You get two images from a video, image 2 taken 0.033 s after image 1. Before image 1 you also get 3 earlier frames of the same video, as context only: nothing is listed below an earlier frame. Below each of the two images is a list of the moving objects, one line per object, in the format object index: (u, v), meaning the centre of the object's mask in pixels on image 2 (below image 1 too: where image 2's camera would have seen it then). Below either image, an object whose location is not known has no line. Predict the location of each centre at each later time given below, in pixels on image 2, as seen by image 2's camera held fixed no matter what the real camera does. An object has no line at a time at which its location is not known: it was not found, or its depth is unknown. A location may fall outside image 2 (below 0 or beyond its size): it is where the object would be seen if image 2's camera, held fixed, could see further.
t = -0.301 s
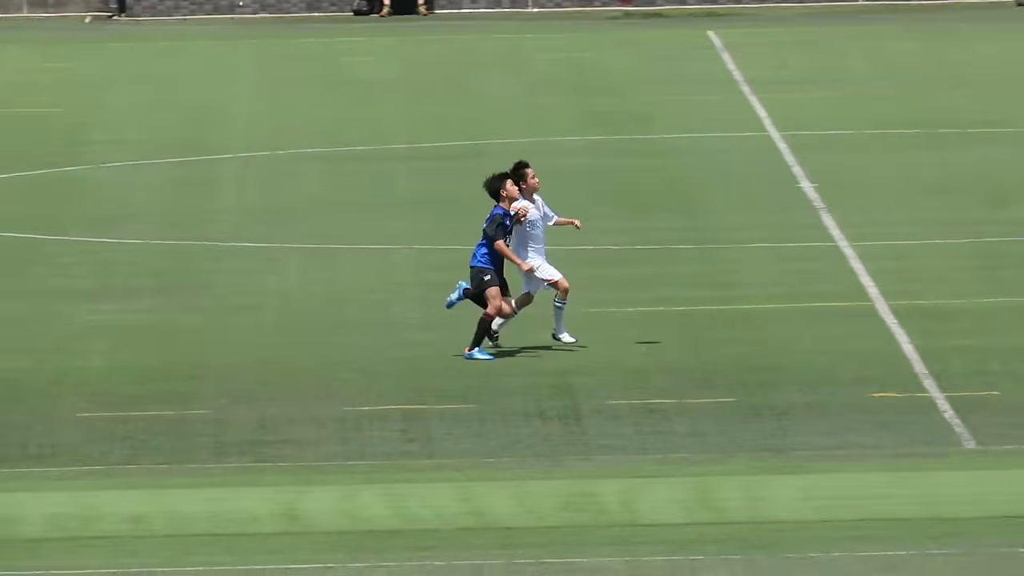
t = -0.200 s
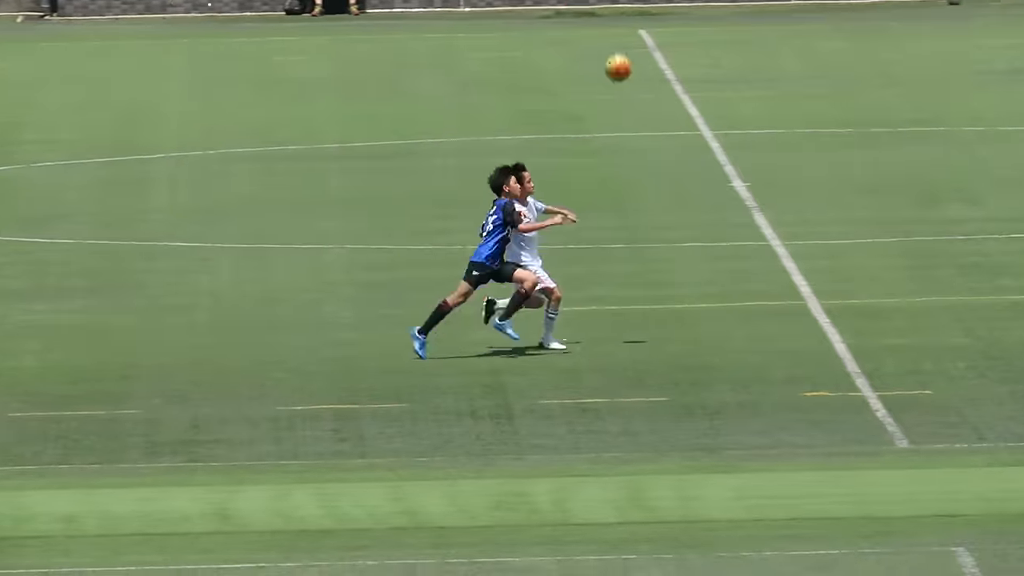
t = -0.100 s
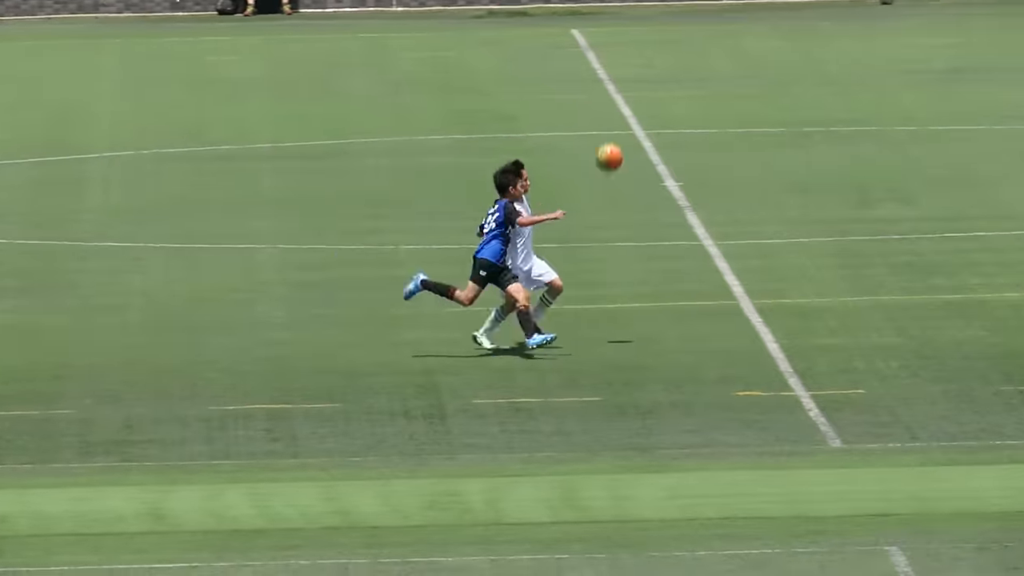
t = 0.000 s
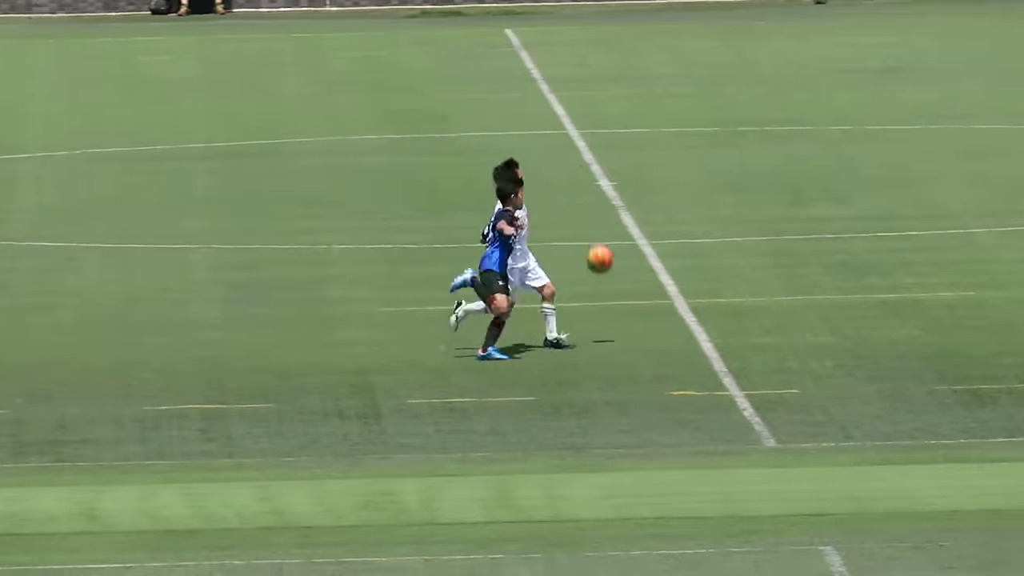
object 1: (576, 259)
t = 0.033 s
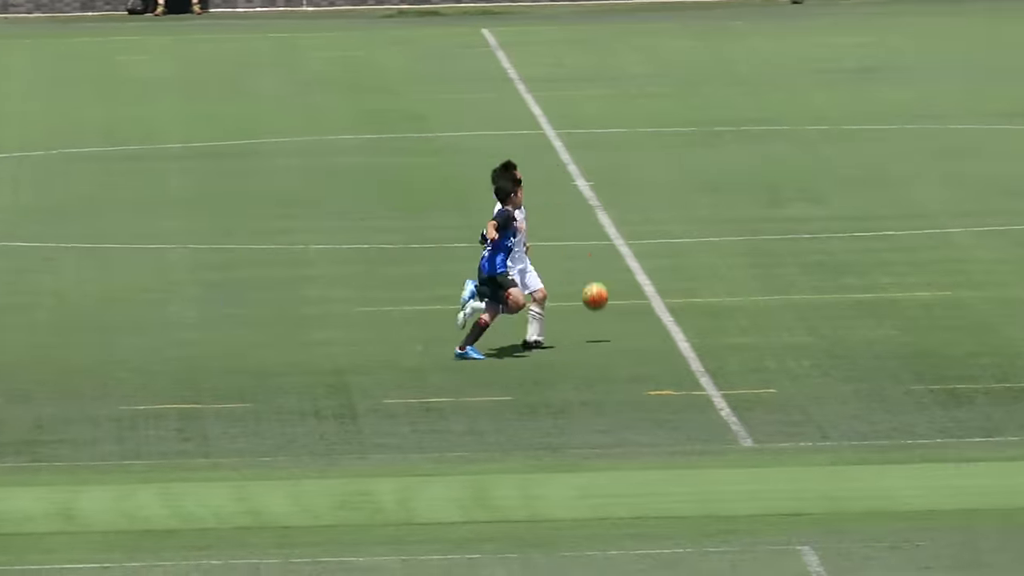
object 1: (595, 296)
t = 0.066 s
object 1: (612, 331)
